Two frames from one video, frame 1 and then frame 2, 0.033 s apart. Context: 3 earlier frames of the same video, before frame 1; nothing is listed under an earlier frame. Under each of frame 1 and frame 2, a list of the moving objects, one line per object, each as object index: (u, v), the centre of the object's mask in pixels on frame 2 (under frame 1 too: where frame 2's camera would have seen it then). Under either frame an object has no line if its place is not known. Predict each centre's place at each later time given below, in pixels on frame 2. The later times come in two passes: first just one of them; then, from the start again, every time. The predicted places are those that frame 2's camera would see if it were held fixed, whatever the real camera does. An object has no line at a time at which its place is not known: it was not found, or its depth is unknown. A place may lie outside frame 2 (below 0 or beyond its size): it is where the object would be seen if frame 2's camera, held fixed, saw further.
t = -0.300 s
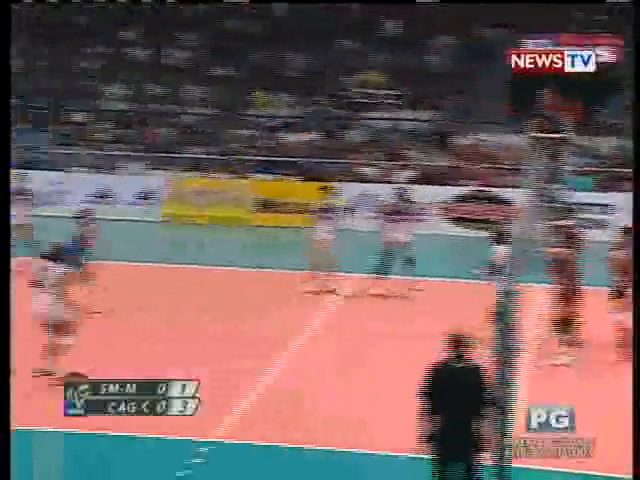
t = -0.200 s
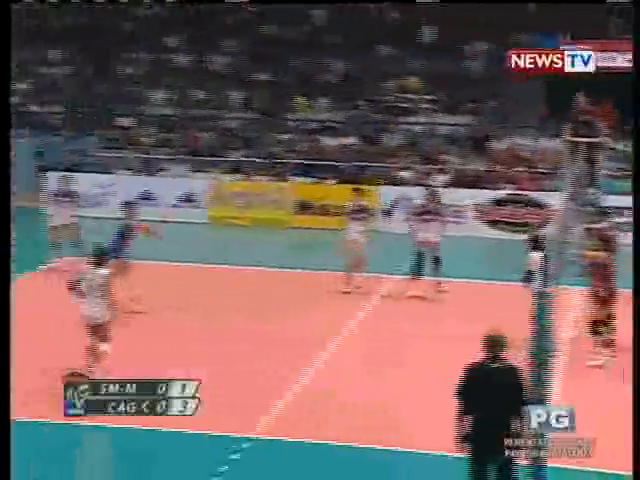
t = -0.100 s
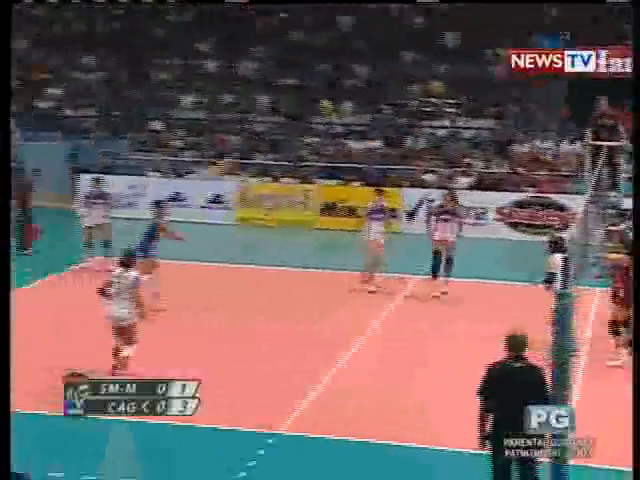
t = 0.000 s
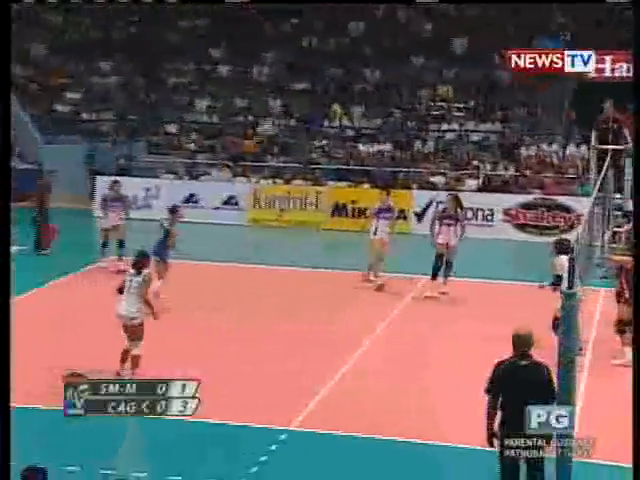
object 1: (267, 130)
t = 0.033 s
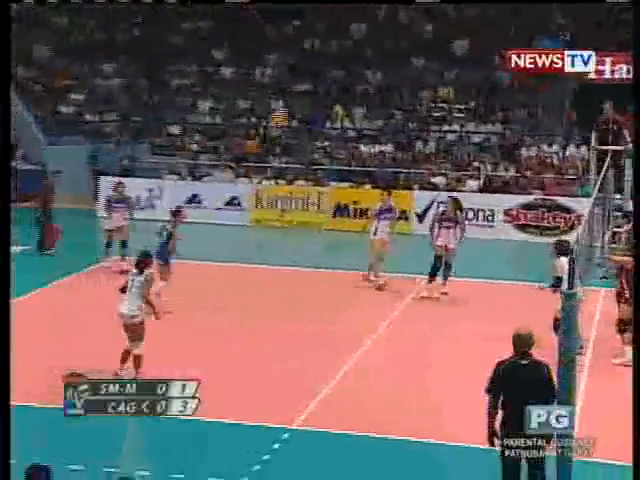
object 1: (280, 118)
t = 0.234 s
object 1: (336, 63)
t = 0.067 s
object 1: (291, 106)
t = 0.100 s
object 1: (300, 94)
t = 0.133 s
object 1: (308, 86)
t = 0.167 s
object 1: (317, 78)
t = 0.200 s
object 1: (326, 71)
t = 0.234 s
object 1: (336, 63)
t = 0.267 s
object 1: (345, 56)
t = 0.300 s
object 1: (353, 51)
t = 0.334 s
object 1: (365, 45)
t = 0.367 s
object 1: (375, 41)
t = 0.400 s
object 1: (383, 38)
